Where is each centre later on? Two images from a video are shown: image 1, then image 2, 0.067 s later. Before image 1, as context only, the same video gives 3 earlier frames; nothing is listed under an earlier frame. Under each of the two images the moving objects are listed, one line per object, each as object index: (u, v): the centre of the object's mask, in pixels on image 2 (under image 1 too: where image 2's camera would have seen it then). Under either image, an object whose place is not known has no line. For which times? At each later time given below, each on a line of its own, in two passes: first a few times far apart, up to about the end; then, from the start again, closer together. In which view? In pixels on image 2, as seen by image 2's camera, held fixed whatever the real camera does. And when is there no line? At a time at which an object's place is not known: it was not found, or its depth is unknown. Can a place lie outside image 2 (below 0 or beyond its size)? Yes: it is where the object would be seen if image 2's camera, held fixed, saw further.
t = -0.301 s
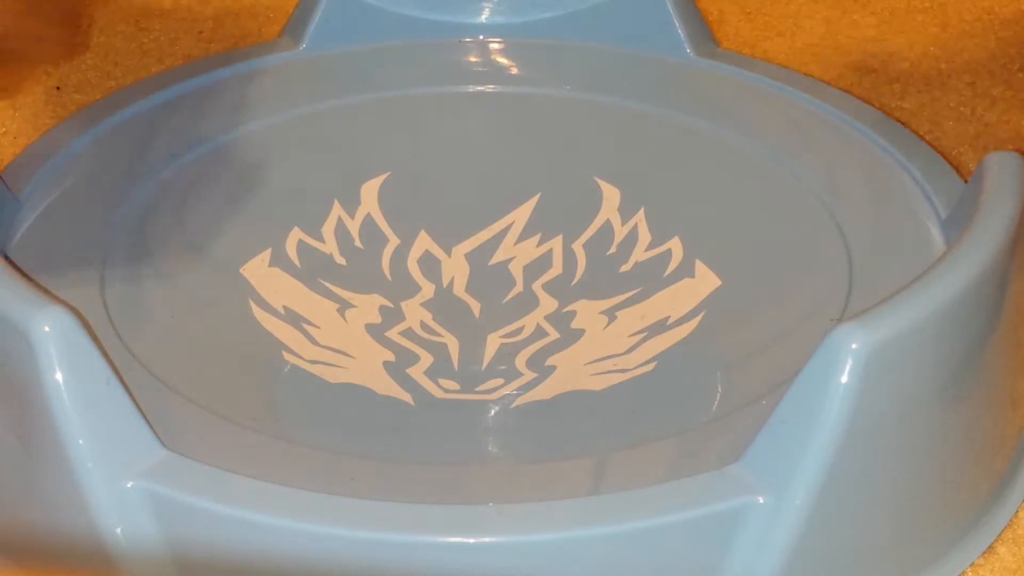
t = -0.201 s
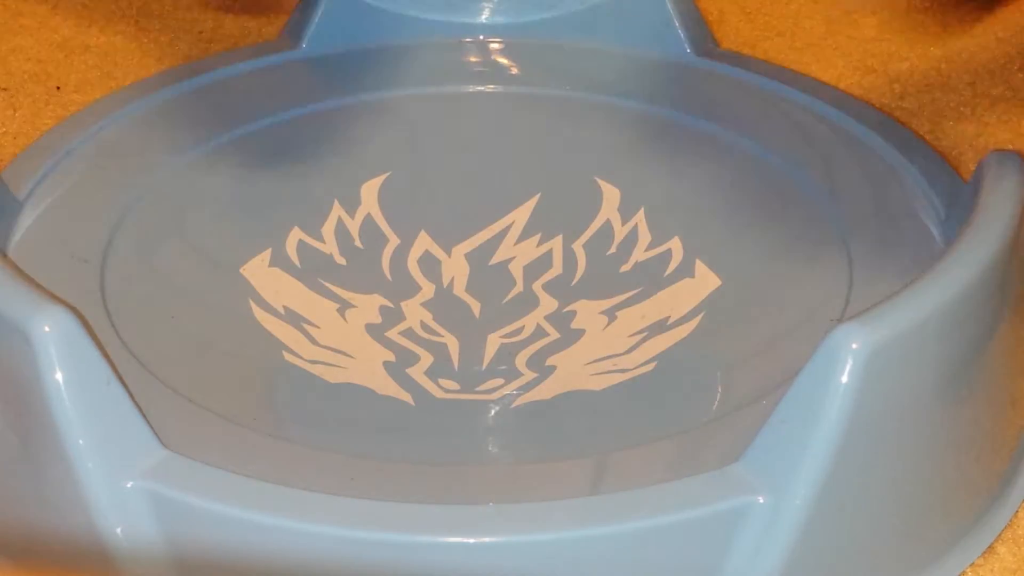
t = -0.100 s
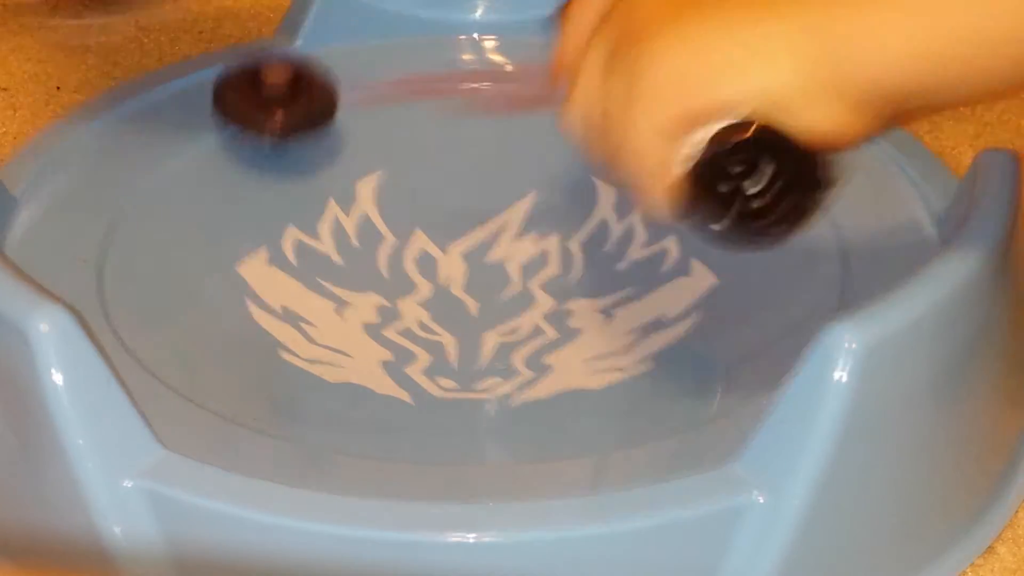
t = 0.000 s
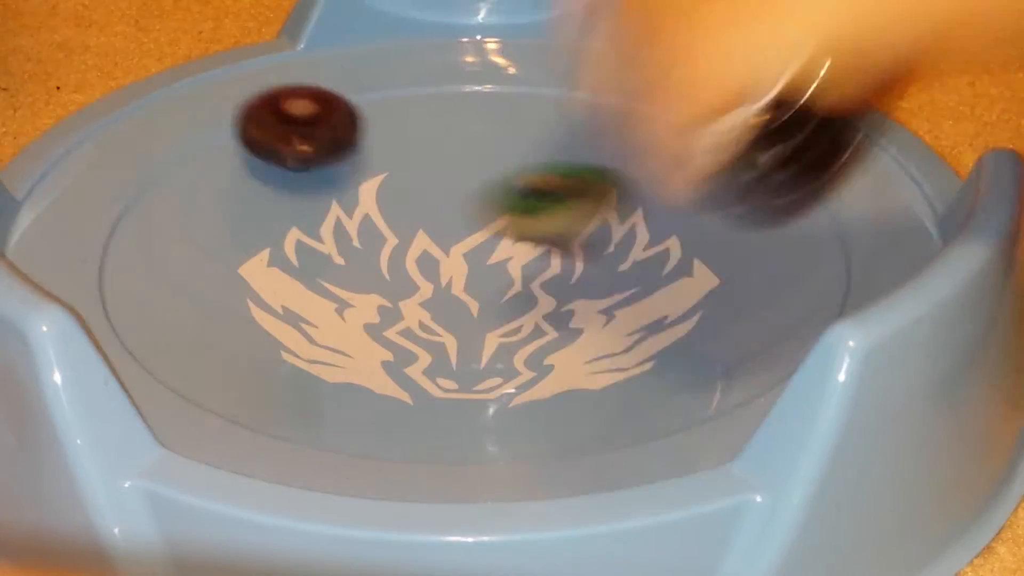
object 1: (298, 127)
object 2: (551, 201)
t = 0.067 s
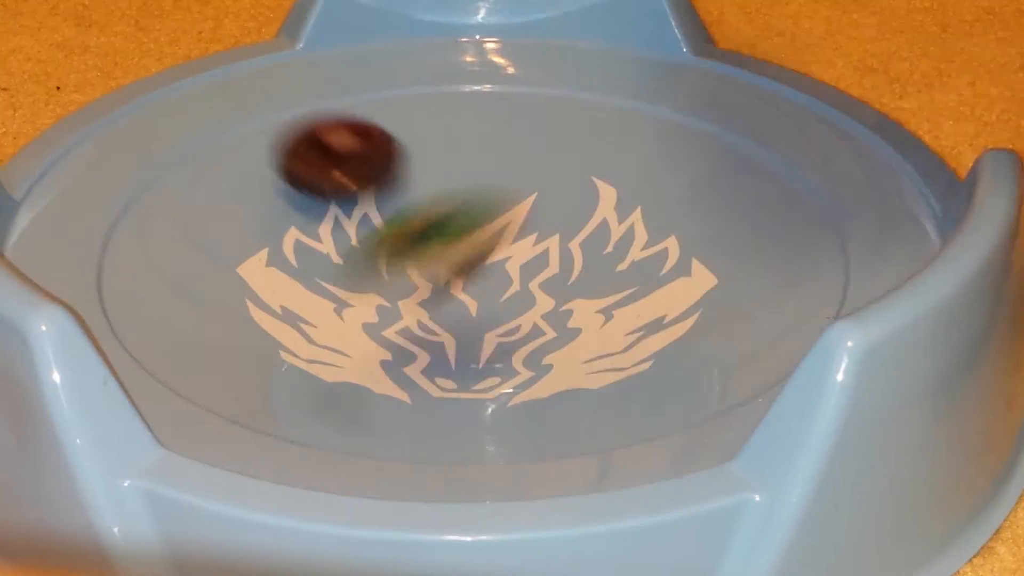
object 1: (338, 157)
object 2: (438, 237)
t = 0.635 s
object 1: (624, 207)
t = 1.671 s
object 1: (634, 164)
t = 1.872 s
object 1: (613, 218)
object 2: (372, 215)
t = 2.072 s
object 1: (508, 280)
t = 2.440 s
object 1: (460, 236)
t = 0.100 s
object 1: (365, 175)
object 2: (370, 300)
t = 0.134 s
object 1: (394, 193)
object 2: (313, 378)
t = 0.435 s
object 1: (642, 205)
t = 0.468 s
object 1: (651, 197)
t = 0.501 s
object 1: (654, 191)
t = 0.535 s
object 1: (653, 189)
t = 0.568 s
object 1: (647, 191)
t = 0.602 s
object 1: (637, 197)
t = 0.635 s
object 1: (624, 207)
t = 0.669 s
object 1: (609, 217)
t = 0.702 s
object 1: (592, 228)
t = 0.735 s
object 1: (572, 240)
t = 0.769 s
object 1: (552, 251)
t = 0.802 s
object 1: (532, 261)
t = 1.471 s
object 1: (508, 235)
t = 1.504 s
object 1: (542, 214)
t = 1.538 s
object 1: (571, 198)
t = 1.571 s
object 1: (593, 183)
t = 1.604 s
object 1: (612, 172)
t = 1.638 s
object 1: (626, 165)
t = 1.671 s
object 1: (634, 164)
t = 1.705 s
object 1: (638, 166)
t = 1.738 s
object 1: (639, 171)
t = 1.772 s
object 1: (636, 180)
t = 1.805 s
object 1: (632, 192)
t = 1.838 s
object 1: (624, 204)
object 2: (375, 229)
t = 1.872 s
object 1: (613, 218)
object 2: (372, 215)
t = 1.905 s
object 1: (599, 232)
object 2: (369, 202)
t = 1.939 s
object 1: (581, 245)
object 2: (367, 192)
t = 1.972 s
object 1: (564, 256)
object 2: (364, 180)
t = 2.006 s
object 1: (544, 266)
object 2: (359, 171)
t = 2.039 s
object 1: (526, 273)
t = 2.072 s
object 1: (508, 280)
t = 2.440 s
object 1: (460, 236)
